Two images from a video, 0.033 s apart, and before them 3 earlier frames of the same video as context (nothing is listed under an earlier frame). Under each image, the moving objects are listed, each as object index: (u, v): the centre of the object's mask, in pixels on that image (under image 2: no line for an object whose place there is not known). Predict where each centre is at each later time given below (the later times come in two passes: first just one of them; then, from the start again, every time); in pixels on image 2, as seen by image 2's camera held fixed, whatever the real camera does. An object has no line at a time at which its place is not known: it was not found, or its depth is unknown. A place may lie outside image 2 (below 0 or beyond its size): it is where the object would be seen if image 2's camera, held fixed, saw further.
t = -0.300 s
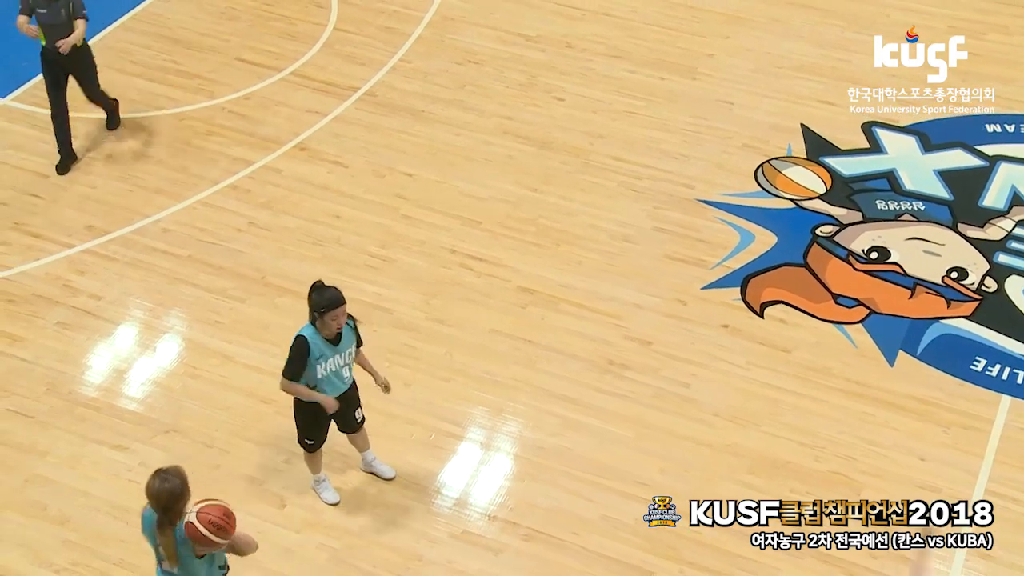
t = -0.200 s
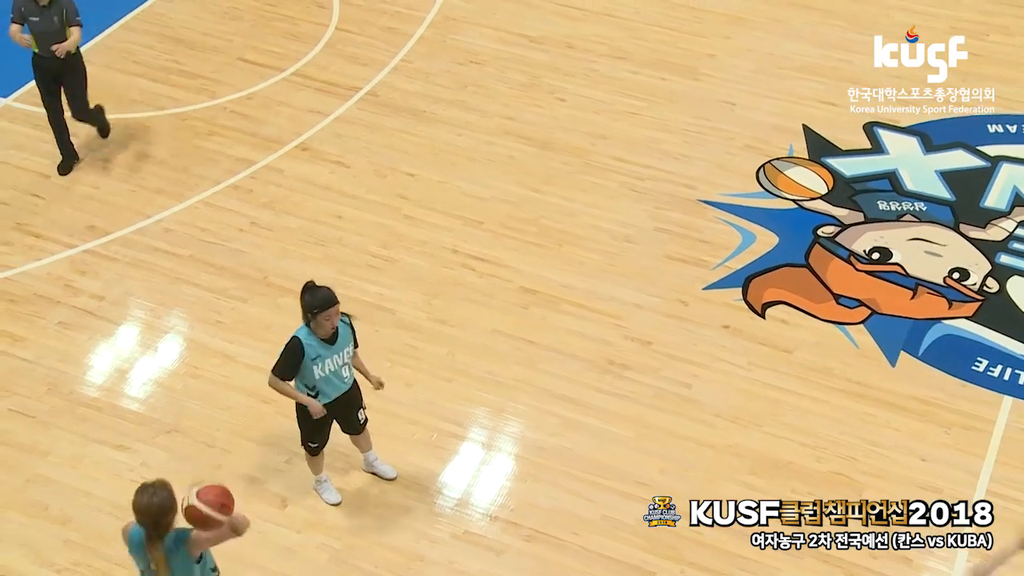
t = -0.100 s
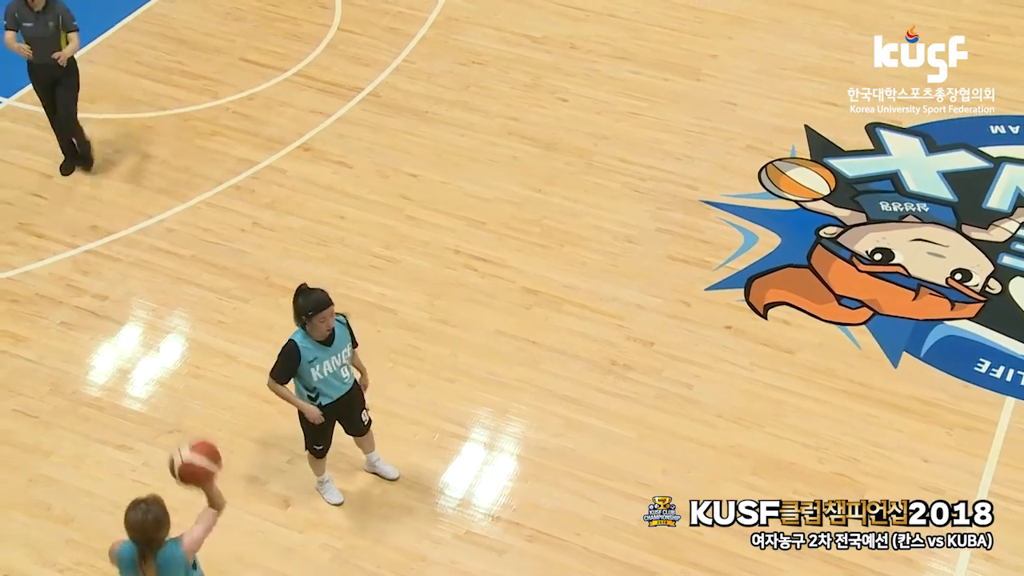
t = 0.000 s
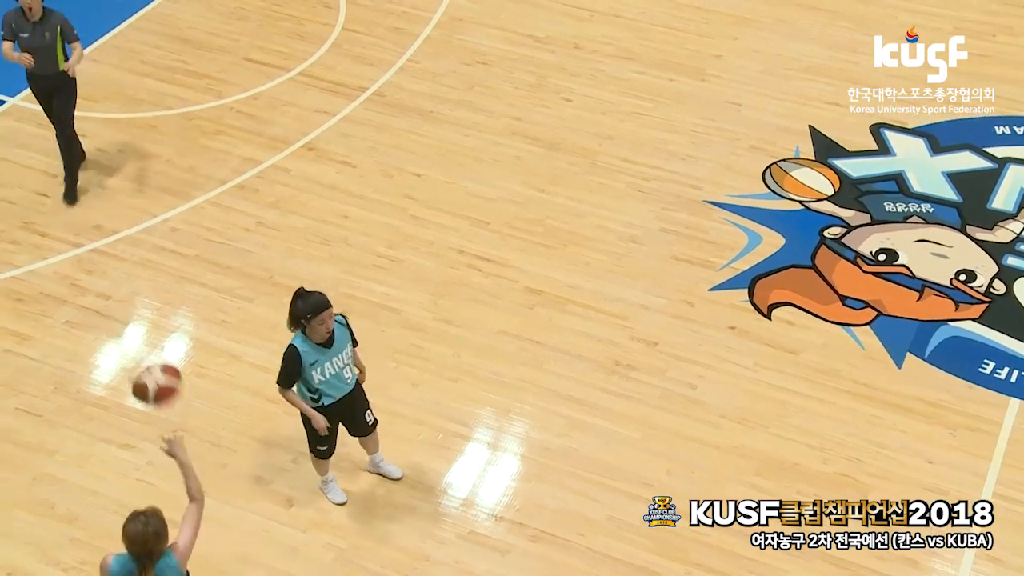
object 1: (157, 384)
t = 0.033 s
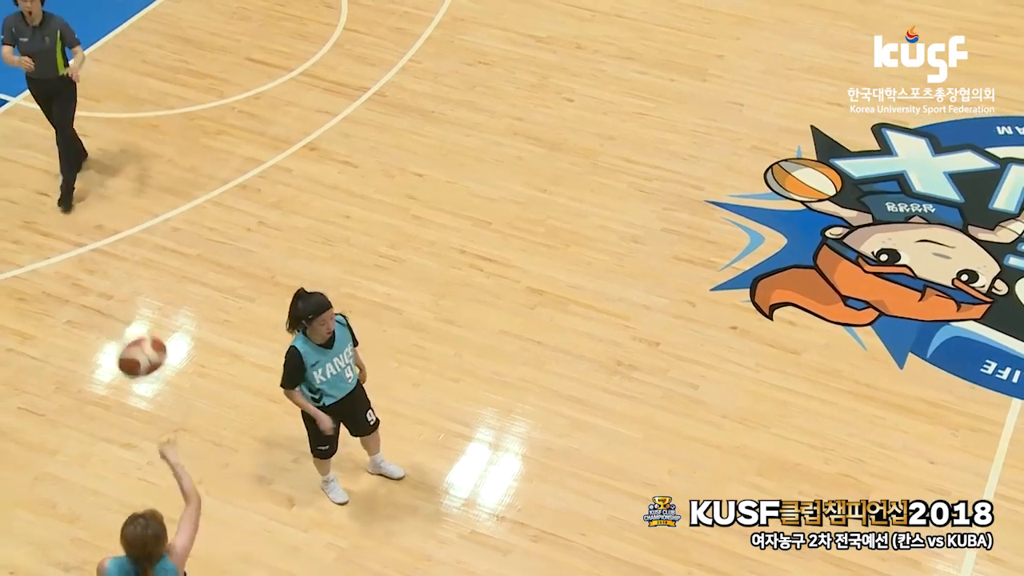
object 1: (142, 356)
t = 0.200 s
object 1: (71, 260)
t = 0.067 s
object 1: (125, 330)
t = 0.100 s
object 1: (112, 311)
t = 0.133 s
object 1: (97, 292)
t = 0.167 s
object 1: (84, 274)
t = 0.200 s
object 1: (71, 260)
